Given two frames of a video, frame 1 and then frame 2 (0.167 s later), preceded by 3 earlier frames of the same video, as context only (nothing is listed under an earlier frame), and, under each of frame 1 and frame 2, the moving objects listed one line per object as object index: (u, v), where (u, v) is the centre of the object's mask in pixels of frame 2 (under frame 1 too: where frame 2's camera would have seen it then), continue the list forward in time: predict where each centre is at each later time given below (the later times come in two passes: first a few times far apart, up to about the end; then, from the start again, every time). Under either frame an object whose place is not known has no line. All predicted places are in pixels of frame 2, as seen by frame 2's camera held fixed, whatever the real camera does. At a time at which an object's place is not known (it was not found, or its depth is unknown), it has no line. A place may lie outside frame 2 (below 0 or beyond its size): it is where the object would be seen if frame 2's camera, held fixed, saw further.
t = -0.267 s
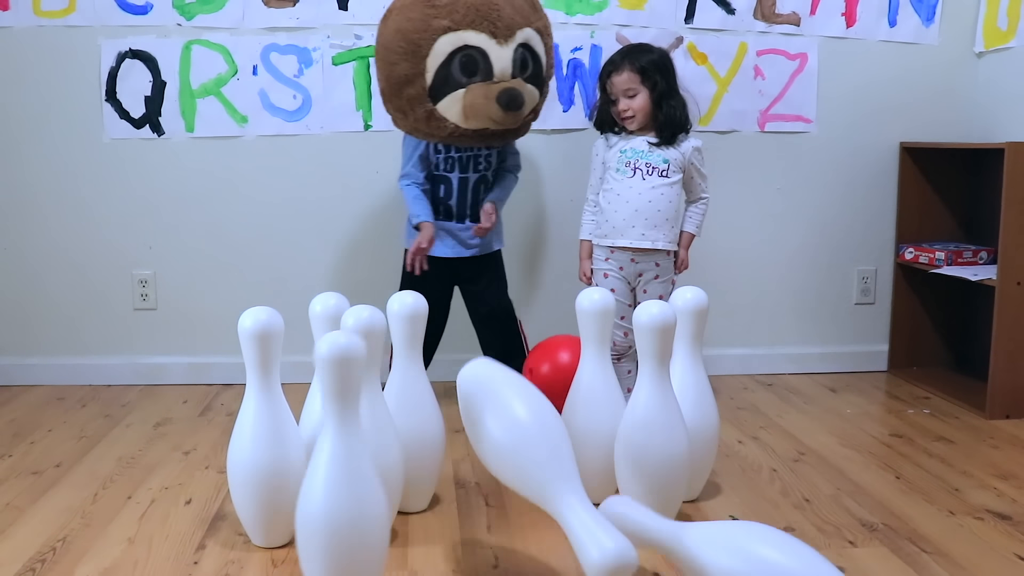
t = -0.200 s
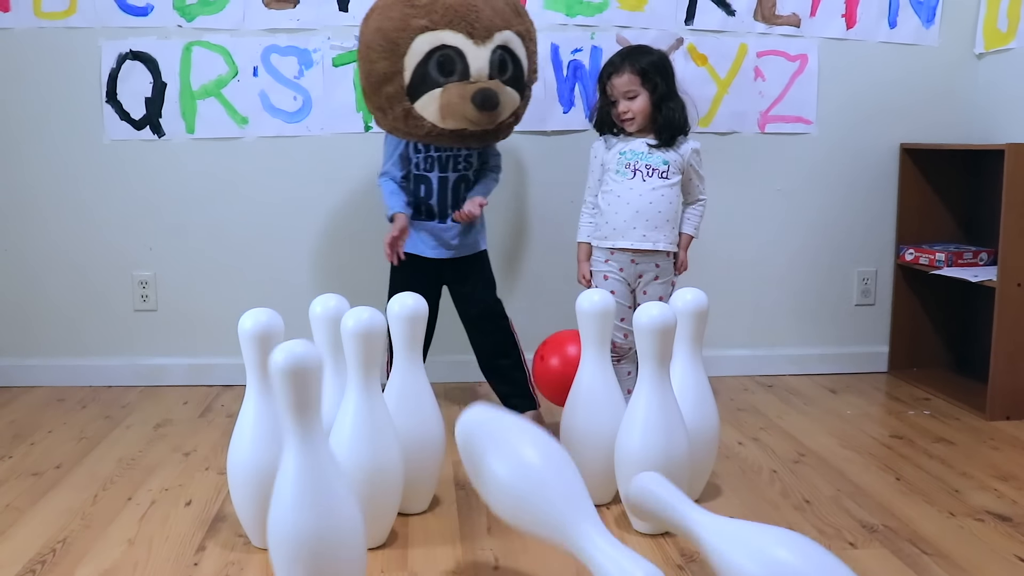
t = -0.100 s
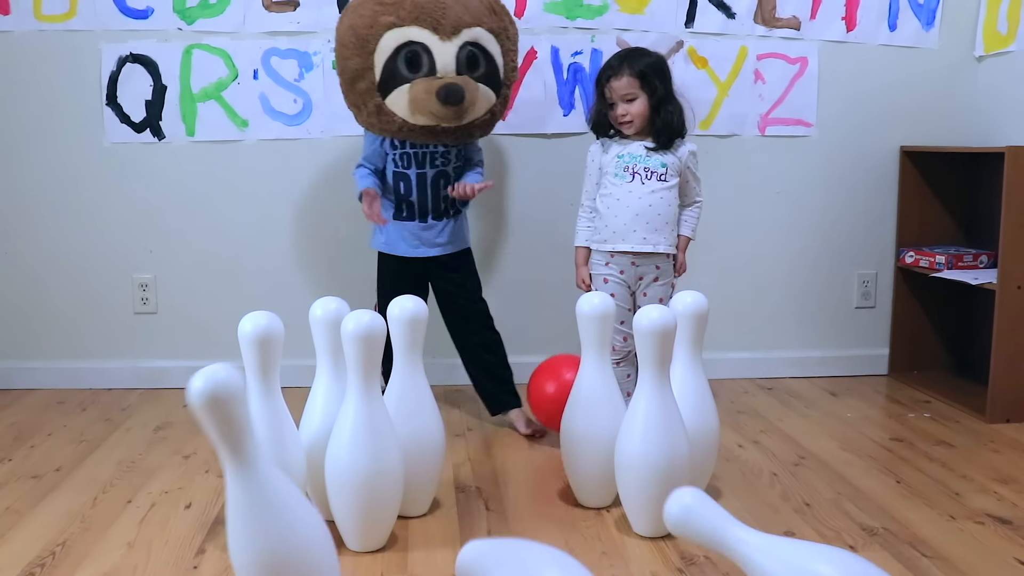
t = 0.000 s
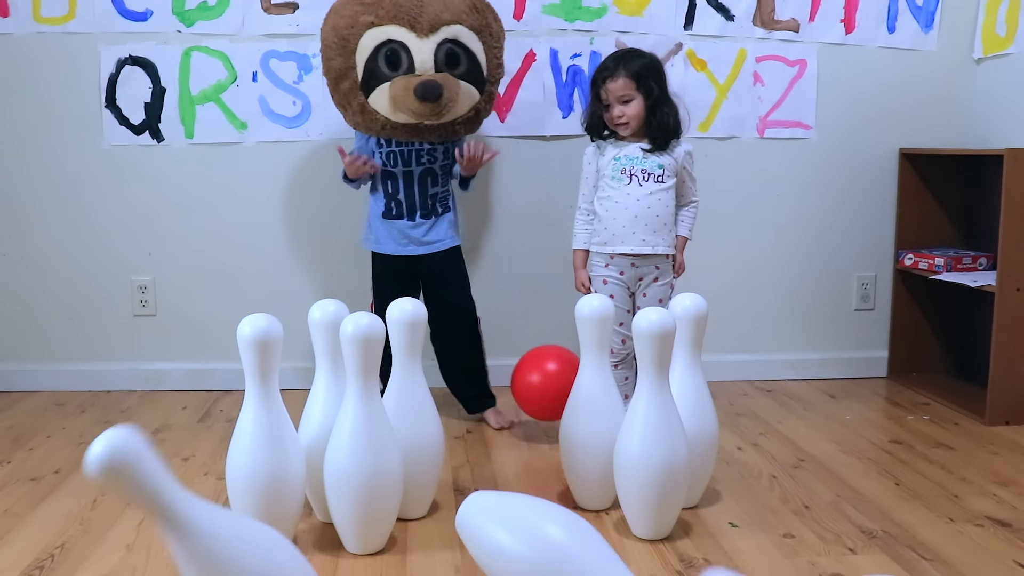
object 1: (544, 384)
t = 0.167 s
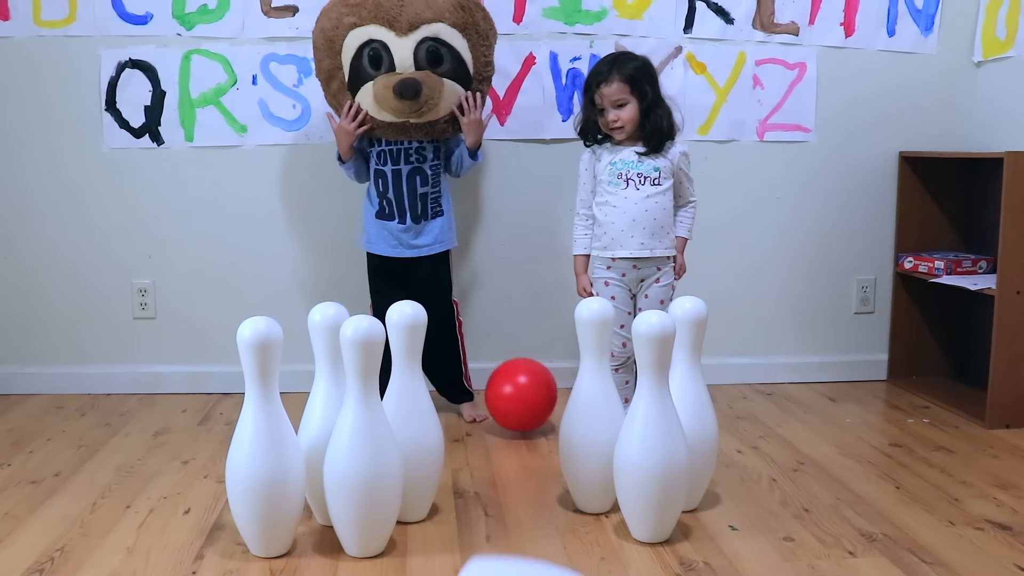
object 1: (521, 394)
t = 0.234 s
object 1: (508, 380)
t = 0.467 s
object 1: (477, 377)
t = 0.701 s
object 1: (466, 389)
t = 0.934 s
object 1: (458, 394)
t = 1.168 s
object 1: (452, 394)
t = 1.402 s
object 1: (450, 392)
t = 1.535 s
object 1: (451, 390)
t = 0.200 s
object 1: (514, 385)
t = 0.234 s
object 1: (508, 380)
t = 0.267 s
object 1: (501, 378)
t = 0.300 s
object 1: (495, 382)
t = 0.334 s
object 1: (488, 389)
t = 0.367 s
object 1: (485, 381)
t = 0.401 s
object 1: (482, 376)
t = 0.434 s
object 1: (480, 375)
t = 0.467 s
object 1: (477, 377)
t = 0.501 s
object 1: (474, 382)
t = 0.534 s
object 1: (473, 381)
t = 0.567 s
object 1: (472, 383)
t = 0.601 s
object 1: (471, 383)
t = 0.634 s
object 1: (470, 384)
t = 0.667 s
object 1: (468, 386)
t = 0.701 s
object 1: (466, 389)
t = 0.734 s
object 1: (464, 390)
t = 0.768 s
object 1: (463, 390)
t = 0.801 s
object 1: (462, 392)
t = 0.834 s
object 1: (461, 392)
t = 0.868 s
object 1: (460, 393)
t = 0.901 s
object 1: (459, 394)
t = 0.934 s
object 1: (458, 394)
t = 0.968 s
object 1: (457, 394)
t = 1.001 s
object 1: (456, 394)
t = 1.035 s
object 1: (455, 394)
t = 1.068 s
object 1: (454, 394)
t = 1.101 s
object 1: (454, 394)
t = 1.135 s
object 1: (453, 394)
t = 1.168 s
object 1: (452, 394)
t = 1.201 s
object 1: (451, 393)
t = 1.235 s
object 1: (451, 393)
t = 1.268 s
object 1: (450, 393)
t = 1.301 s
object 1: (450, 393)
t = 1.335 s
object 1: (450, 392)
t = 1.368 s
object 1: (450, 392)
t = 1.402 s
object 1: (450, 392)
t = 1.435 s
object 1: (450, 391)
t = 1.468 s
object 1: (450, 391)
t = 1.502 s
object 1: (451, 391)
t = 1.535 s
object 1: (451, 390)
